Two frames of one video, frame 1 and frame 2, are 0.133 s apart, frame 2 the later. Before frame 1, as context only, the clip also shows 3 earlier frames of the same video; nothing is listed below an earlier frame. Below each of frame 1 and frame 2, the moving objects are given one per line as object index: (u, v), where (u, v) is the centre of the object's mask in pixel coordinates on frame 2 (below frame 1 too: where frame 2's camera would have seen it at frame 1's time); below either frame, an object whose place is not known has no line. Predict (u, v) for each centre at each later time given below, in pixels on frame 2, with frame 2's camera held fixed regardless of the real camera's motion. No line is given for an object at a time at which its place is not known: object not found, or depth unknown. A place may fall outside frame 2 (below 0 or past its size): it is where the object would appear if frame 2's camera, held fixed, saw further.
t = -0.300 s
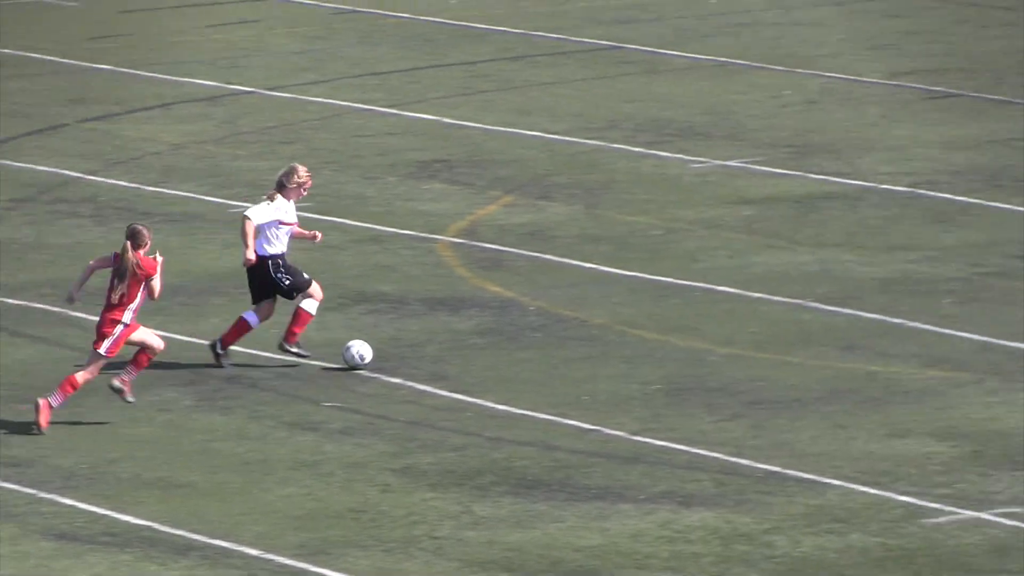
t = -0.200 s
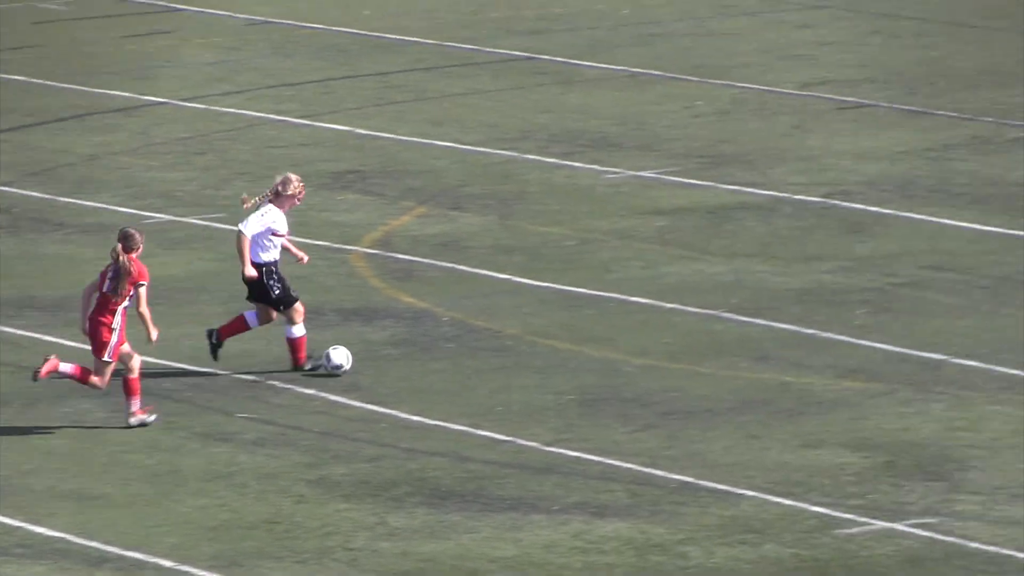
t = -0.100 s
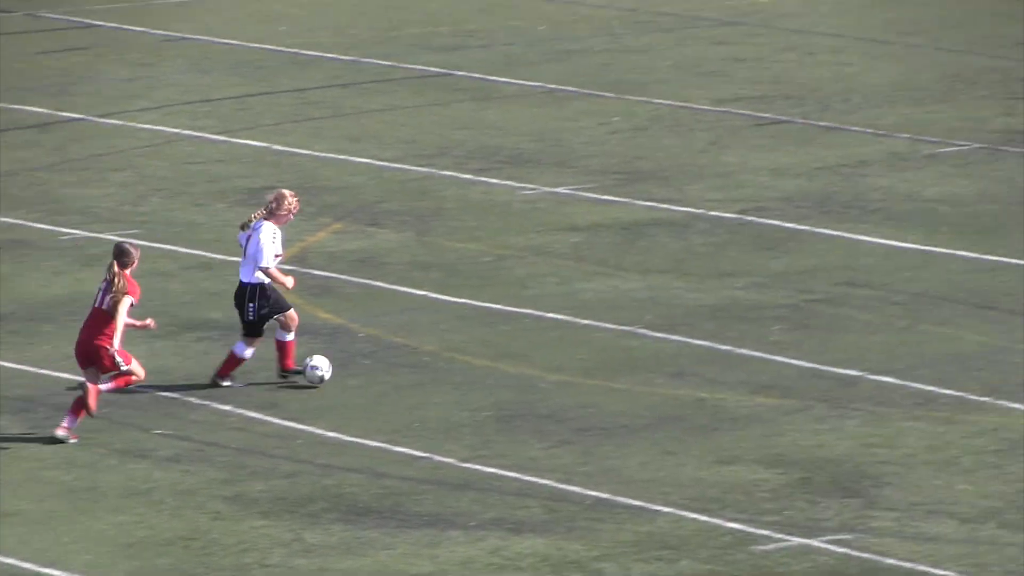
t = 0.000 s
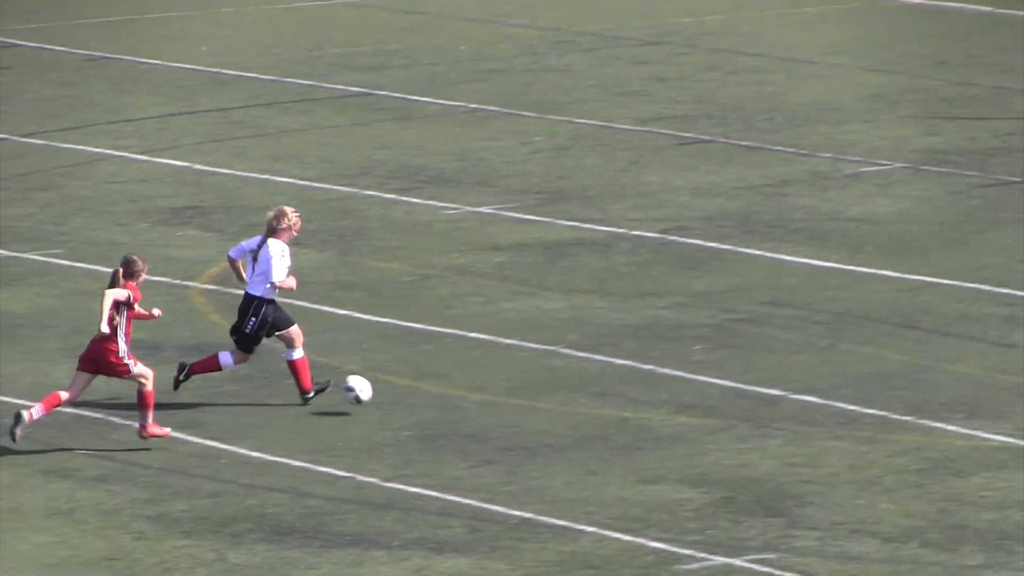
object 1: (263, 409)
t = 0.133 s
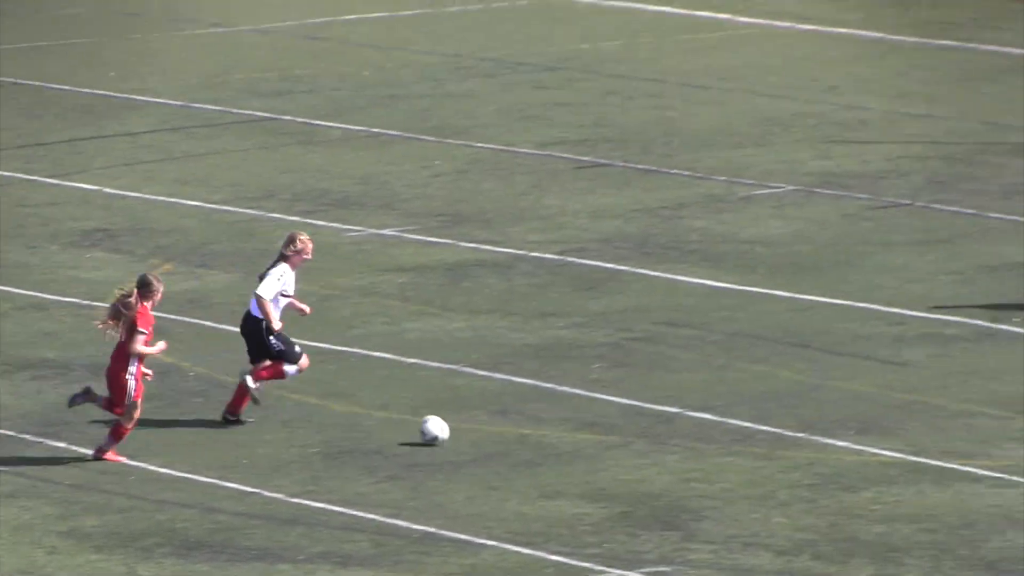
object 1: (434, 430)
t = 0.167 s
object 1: (473, 431)
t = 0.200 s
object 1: (510, 430)
